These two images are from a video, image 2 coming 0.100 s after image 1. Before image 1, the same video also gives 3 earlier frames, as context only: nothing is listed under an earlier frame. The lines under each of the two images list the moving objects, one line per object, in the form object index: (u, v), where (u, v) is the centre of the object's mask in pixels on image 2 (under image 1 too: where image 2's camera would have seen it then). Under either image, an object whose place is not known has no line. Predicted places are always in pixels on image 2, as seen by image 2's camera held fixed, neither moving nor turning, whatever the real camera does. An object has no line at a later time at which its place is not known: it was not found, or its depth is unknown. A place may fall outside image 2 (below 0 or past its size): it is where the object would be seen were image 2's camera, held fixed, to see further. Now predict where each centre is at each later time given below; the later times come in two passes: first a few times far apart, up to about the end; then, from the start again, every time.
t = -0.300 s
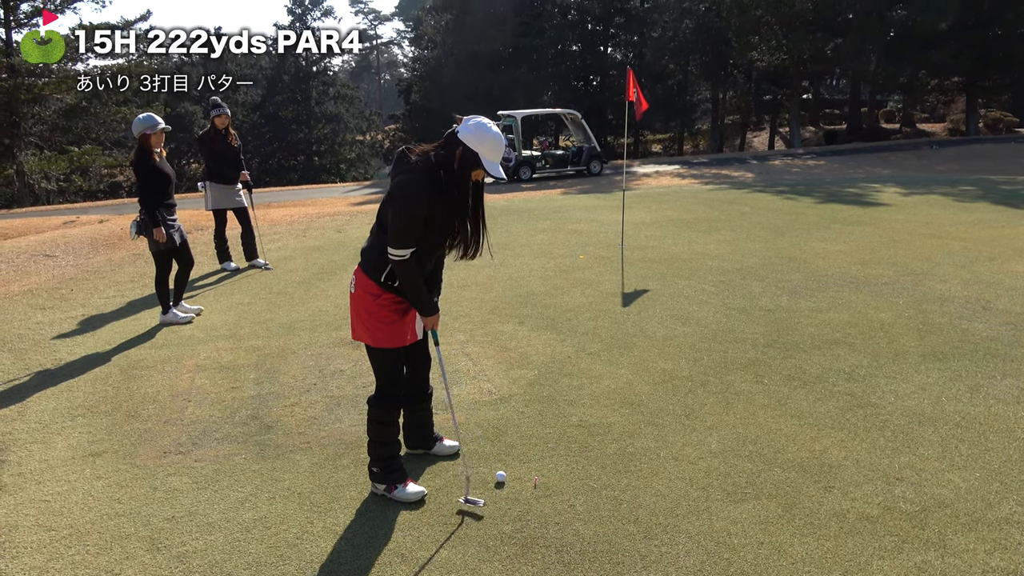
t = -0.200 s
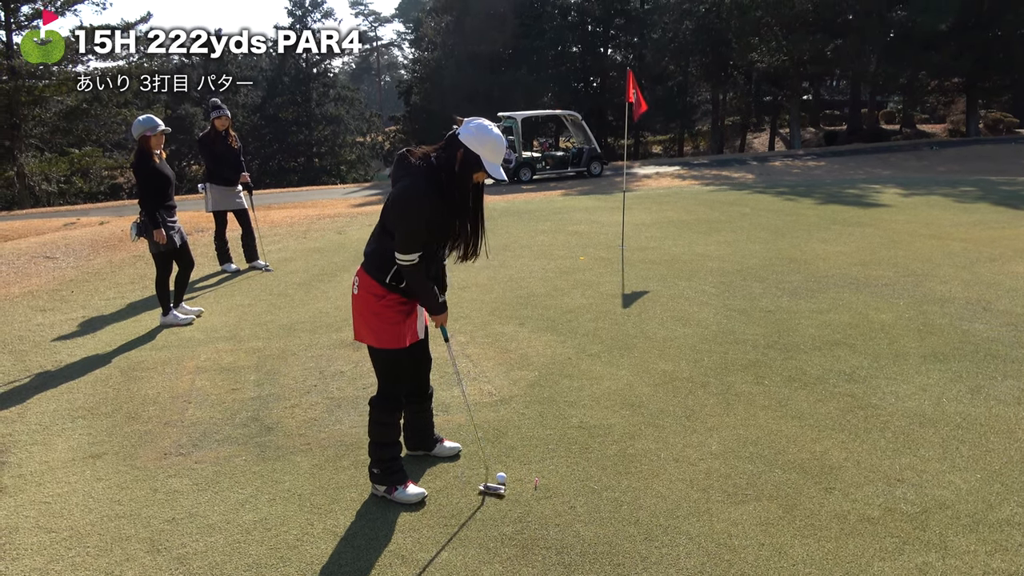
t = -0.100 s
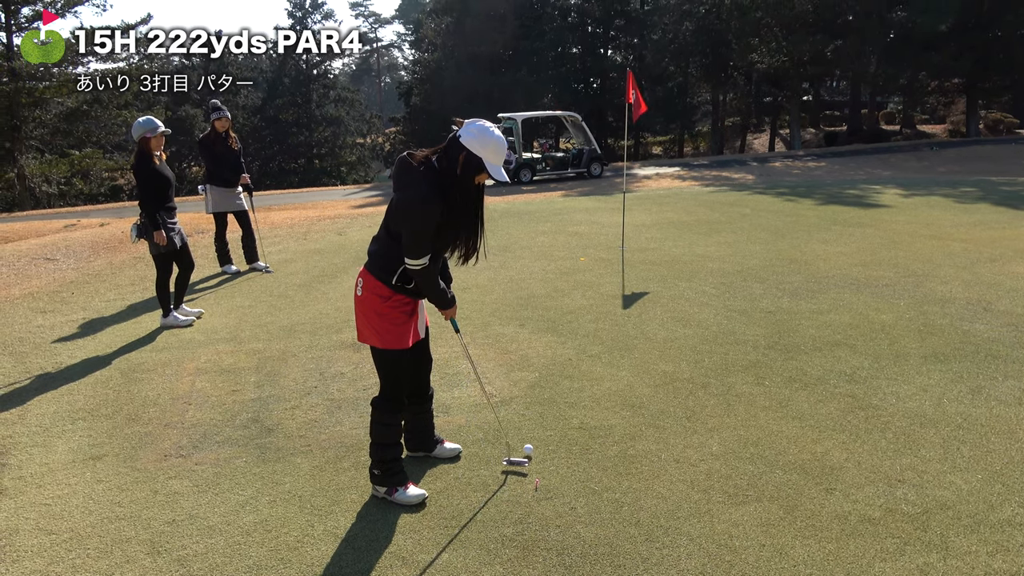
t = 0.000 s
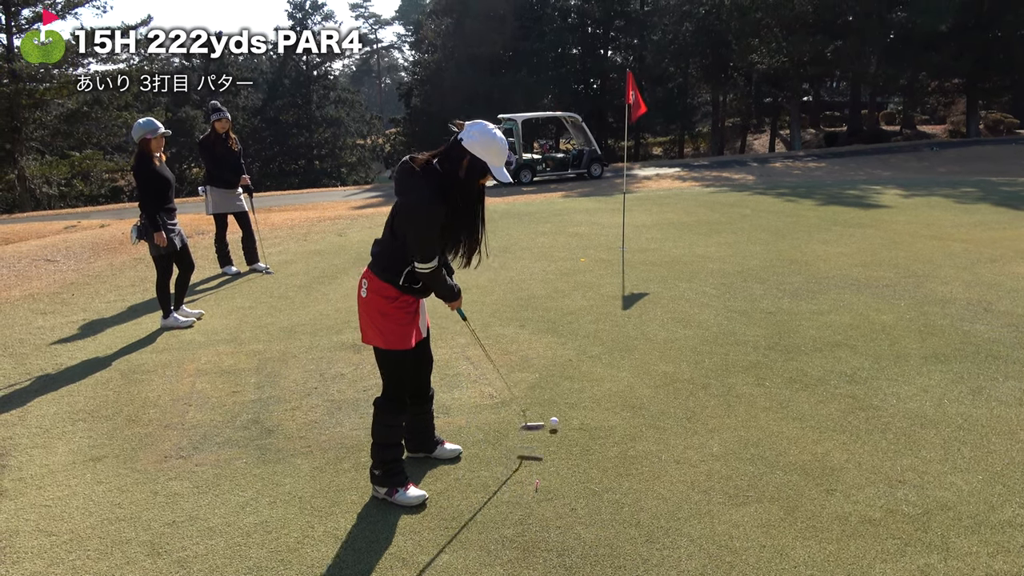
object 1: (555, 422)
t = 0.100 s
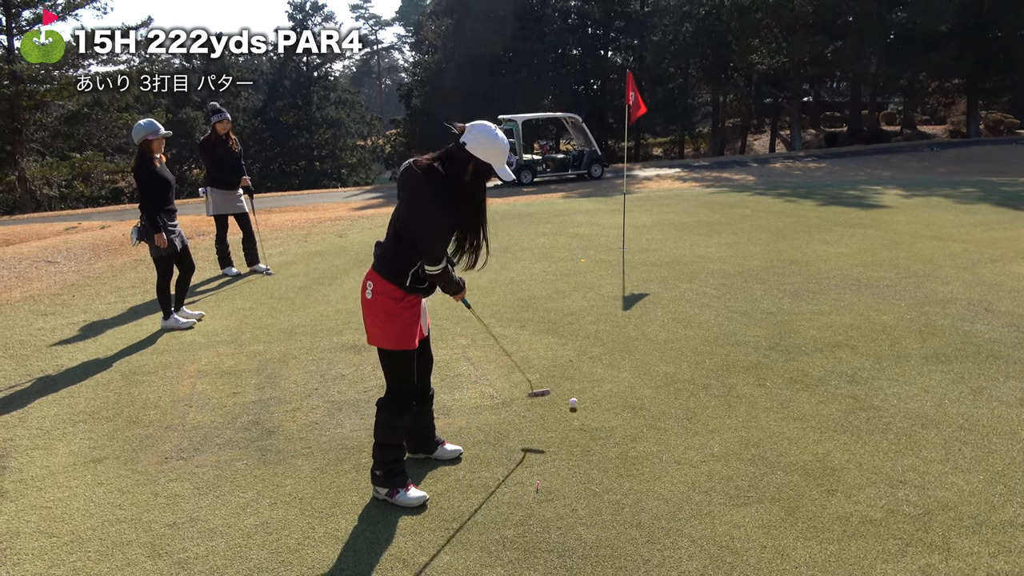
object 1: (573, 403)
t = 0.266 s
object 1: (594, 378)
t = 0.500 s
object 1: (613, 351)
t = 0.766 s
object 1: (627, 328)
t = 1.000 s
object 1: (635, 313)
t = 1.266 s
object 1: (641, 299)
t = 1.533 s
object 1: (645, 290)
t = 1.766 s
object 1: (646, 281)
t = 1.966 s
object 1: (646, 275)
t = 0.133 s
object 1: (579, 398)
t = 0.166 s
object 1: (583, 391)
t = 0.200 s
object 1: (587, 387)
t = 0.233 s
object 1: (591, 382)
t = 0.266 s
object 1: (594, 378)
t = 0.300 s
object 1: (597, 373)
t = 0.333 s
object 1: (600, 369)
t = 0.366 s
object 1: (603, 365)
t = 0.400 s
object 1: (606, 361)
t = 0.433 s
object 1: (608, 358)
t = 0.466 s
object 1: (611, 354)
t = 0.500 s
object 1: (613, 351)
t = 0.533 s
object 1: (615, 348)
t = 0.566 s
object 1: (617, 344)
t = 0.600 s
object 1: (619, 342)
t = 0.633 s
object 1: (621, 339)
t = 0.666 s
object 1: (622, 336)
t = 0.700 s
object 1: (624, 333)
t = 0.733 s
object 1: (625, 331)
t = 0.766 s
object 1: (627, 328)
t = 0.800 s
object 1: (628, 326)
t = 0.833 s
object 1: (630, 324)
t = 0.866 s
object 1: (631, 321)
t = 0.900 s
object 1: (632, 319)
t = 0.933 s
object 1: (633, 317)
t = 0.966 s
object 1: (634, 315)
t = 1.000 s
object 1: (635, 313)
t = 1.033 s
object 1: (636, 311)
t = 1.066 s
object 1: (637, 309)
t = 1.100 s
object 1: (638, 307)
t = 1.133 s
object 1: (639, 306)
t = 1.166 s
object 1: (639, 304)
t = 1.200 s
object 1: (640, 302)
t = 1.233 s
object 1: (641, 301)
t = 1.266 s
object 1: (641, 299)
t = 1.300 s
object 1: (642, 297)
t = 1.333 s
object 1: (643, 296)
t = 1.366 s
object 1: (643, 294)
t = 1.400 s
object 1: (644, 293)
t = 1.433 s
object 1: (645, 293)
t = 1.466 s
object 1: (645, 293)
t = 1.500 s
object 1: (645, 290)
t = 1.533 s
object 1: (645, 290)
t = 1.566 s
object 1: (645, 287)
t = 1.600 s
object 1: (645, 286)
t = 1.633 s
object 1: (646, 285)
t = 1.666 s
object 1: (646, 284)
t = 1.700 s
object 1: (646, 282)
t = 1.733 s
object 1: (646, 282)
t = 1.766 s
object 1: (646, 281)
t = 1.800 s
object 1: (646, 279)
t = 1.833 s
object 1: (646, 279)
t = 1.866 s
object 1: (646, 278)
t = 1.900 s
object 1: (646, 277)
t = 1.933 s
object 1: (646, 276)
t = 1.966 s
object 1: (646, 275)
